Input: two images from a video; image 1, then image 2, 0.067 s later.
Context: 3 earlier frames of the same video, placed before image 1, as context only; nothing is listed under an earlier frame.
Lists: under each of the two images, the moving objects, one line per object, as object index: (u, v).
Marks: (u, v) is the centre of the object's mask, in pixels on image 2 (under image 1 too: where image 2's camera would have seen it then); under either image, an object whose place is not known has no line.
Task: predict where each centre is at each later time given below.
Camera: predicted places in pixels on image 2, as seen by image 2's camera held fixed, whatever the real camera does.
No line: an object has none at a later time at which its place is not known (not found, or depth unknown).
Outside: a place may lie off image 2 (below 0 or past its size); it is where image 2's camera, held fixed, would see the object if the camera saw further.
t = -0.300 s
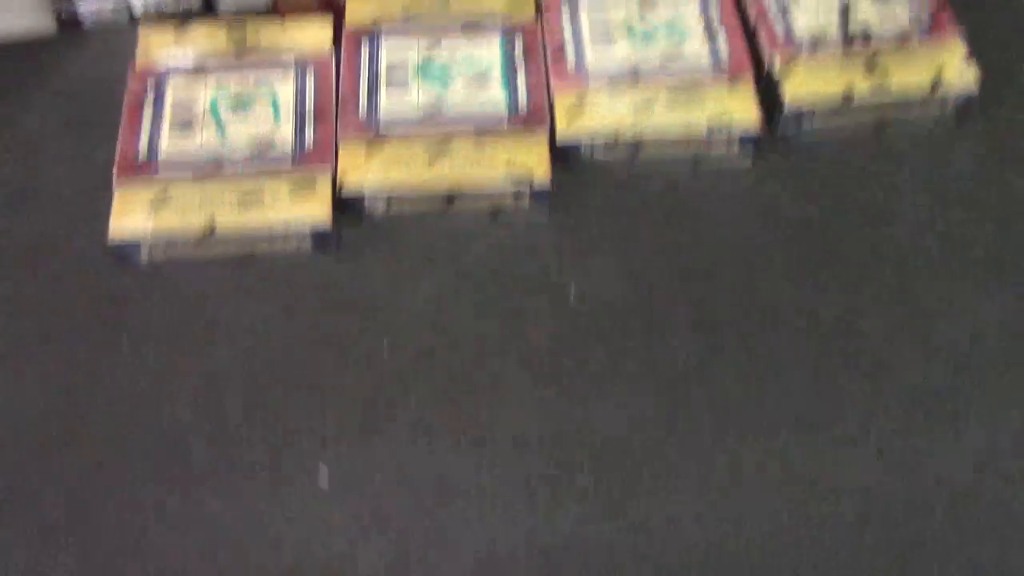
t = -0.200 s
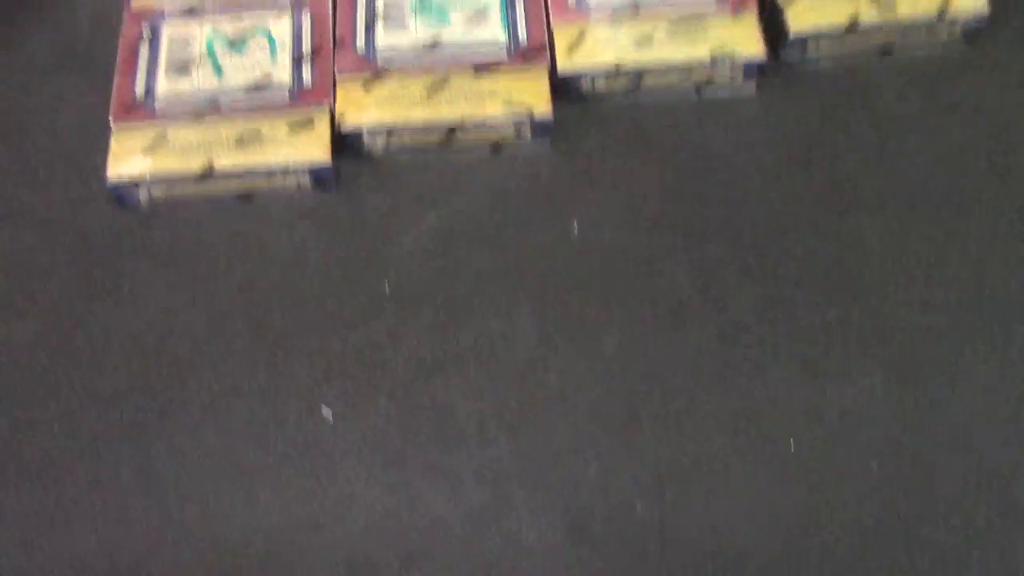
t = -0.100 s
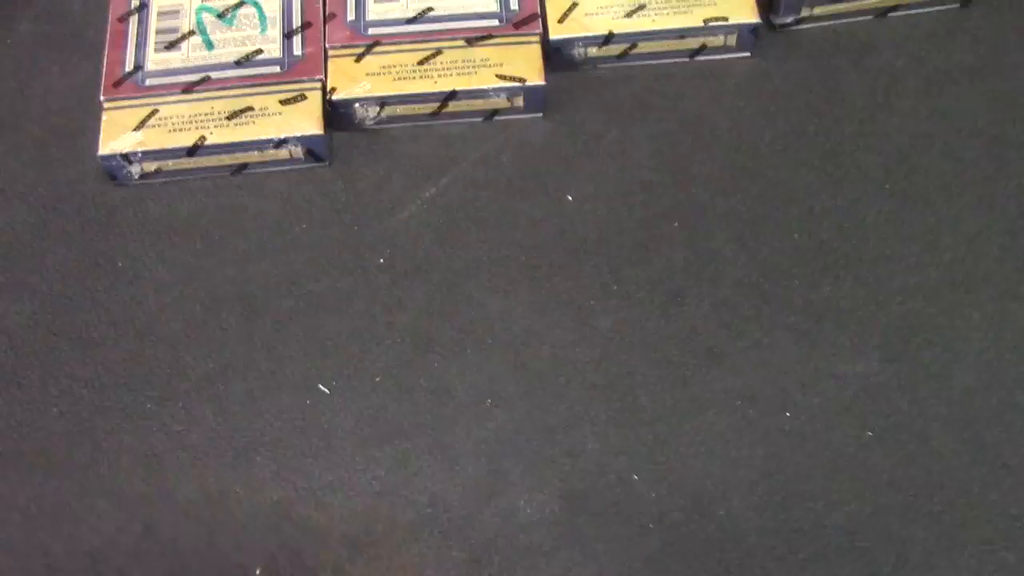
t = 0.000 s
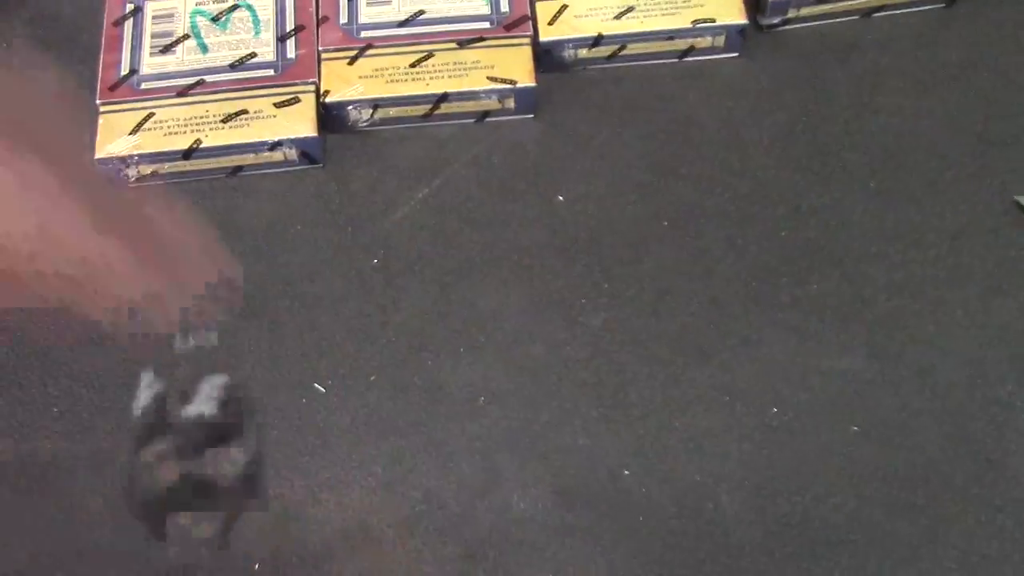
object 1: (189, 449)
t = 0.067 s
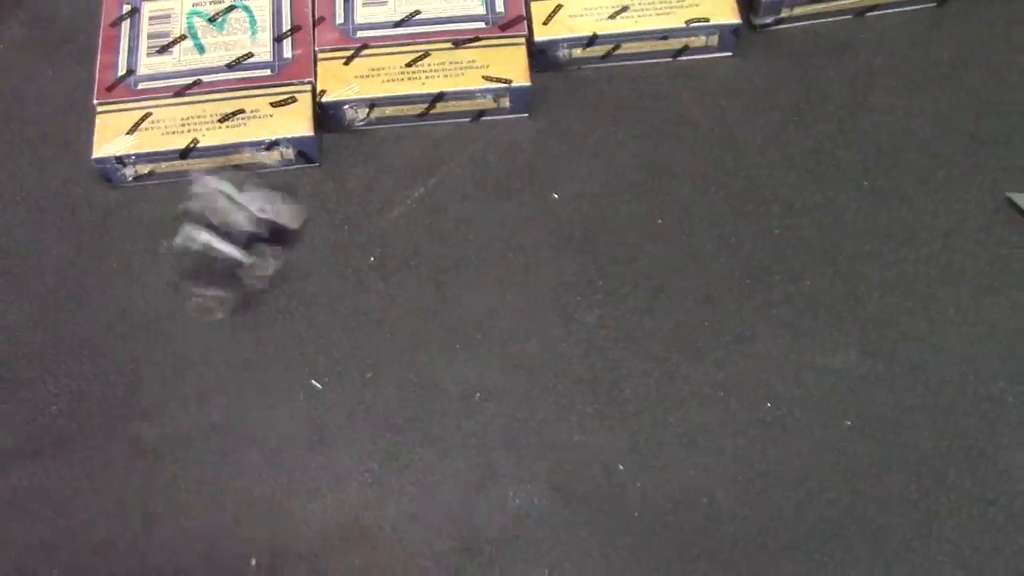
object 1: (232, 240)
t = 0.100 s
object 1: (270, 174)
